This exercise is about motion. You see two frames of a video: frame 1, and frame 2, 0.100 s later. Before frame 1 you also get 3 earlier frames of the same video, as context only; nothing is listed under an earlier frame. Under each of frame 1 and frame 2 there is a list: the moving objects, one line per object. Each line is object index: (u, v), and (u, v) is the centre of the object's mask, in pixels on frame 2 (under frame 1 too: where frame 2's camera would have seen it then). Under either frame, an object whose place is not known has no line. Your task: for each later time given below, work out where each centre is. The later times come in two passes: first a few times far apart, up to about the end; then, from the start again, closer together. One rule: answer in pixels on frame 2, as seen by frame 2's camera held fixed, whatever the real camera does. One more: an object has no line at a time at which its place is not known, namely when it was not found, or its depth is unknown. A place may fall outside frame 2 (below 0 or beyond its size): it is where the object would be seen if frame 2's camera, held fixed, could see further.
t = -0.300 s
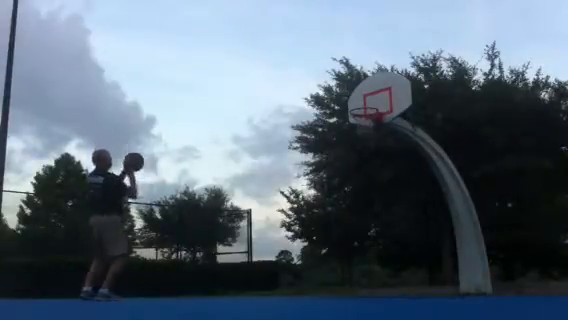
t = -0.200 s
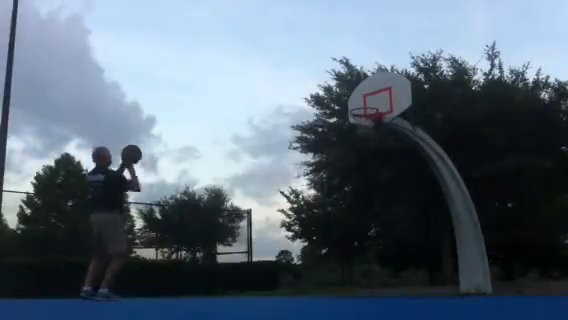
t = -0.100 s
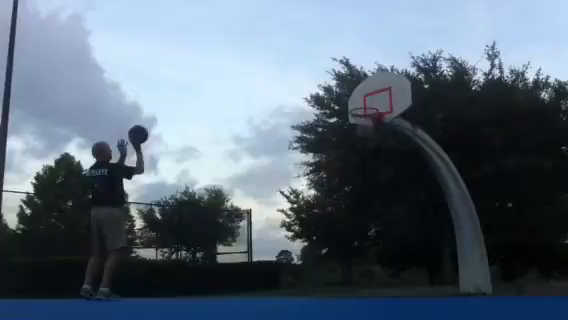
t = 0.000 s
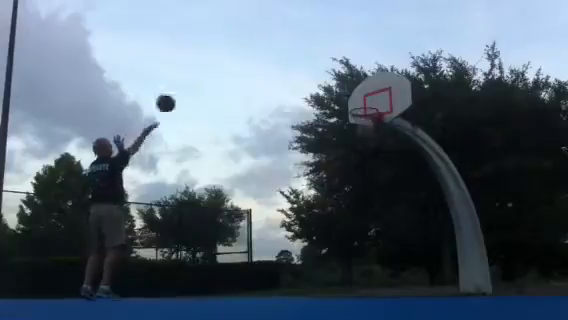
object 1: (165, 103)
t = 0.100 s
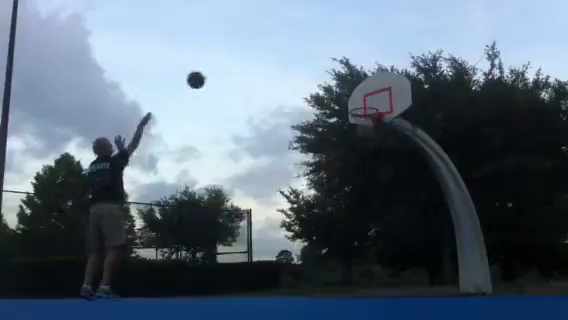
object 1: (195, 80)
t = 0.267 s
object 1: (240, 58)
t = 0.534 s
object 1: (303, 62)
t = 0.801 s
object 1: (357, 102)
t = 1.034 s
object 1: (376, 99)
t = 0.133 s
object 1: (205, 74)
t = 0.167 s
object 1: (214, 69)
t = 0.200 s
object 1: (223, 64)
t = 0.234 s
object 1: (232, 61)
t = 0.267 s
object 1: (240, 58)
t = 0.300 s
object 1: (249, 56)
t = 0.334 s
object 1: (257, 55)
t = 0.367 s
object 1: (265, 55)
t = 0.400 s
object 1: (273, 55)
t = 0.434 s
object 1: (281, 56)
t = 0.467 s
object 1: (288, 57)
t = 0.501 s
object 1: (296, 59)
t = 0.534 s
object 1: (303, 62)
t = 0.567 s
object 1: (310, 65)
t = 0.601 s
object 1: (317, 69)
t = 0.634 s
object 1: (324, 74)
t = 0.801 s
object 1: (357, 102)
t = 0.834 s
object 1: (359, 100)
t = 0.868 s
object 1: (361, 100)
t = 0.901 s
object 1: (368, 98)
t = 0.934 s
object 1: (368, 97)
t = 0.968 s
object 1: (371, 97)
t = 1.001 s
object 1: (374, 97)
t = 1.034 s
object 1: (376, 99)
